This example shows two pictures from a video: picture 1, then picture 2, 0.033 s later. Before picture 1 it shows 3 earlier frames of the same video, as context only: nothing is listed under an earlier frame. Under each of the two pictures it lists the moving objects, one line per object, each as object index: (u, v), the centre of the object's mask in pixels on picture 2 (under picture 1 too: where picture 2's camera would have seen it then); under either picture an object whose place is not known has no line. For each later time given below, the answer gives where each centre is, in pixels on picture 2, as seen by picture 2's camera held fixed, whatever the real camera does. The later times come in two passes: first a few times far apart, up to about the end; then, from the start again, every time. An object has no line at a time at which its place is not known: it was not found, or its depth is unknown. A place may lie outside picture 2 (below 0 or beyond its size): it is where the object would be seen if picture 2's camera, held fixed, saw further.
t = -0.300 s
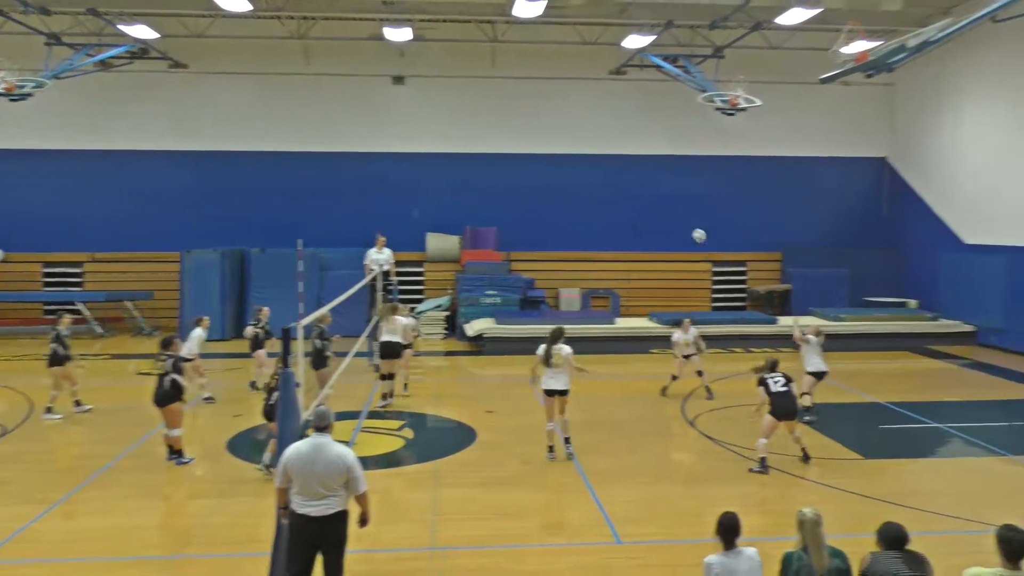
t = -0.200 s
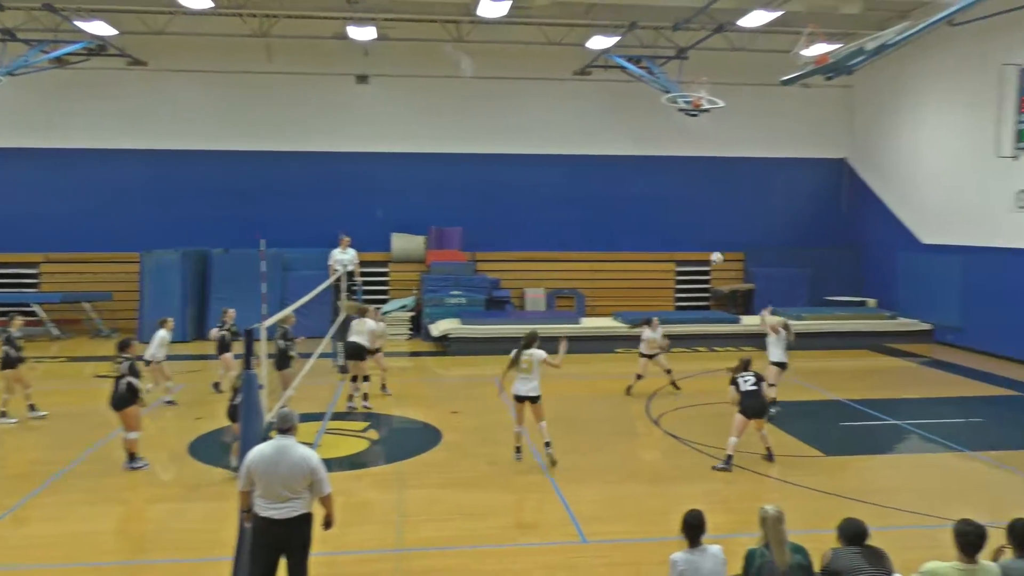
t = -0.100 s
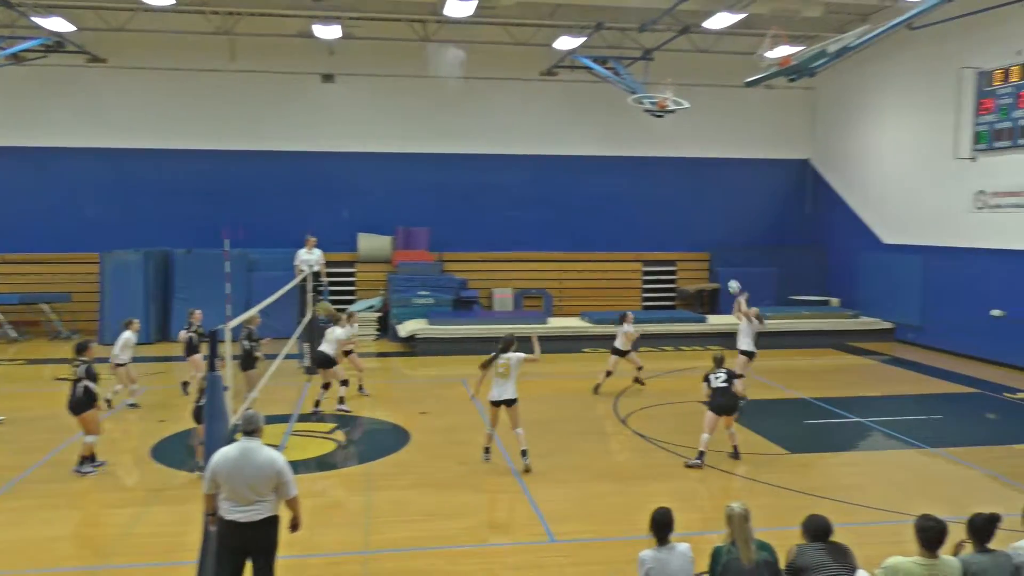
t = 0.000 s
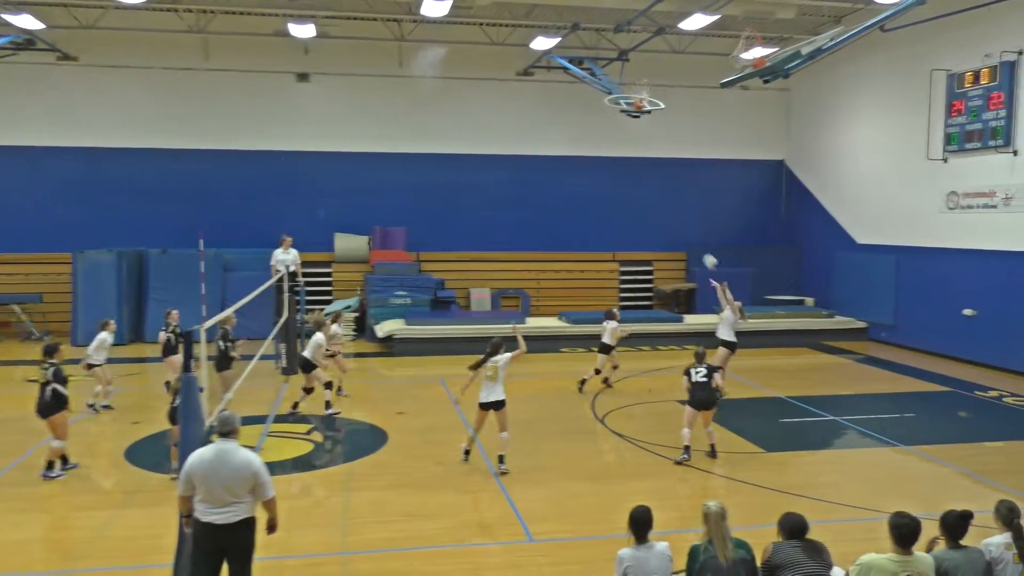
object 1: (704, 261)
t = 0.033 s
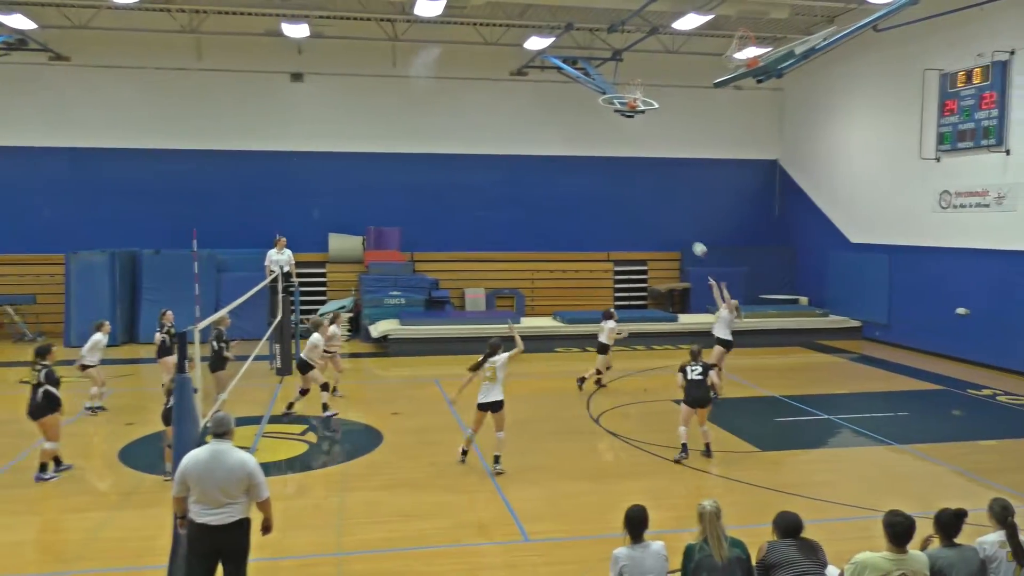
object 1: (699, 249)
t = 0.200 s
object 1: (673, 201)
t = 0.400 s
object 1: (646, 164)
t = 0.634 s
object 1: (616, 150)
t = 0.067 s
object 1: (694, 238)
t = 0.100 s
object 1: (689, 228)
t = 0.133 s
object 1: (683, 218)
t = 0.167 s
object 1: (679, 209)
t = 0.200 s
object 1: (673, 201)
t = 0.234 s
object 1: (669, 193)
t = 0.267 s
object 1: (664, 186)
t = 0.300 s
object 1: (660, 180)
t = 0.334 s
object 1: (655, 174)
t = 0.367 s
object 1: (651, 169)
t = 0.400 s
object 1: (646, 164)
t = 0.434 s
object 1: (642, 160)
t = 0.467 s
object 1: (638, 158)
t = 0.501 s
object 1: (633, 155)
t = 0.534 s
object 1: (629, 153)
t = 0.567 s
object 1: (625, 150)
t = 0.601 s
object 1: (620, 150)
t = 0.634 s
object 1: (616, 150)
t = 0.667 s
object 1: (612, 150)
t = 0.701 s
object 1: (608, 152)
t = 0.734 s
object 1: (604, 154)
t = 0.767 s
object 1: (599, 156)
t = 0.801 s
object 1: (596, 159)
